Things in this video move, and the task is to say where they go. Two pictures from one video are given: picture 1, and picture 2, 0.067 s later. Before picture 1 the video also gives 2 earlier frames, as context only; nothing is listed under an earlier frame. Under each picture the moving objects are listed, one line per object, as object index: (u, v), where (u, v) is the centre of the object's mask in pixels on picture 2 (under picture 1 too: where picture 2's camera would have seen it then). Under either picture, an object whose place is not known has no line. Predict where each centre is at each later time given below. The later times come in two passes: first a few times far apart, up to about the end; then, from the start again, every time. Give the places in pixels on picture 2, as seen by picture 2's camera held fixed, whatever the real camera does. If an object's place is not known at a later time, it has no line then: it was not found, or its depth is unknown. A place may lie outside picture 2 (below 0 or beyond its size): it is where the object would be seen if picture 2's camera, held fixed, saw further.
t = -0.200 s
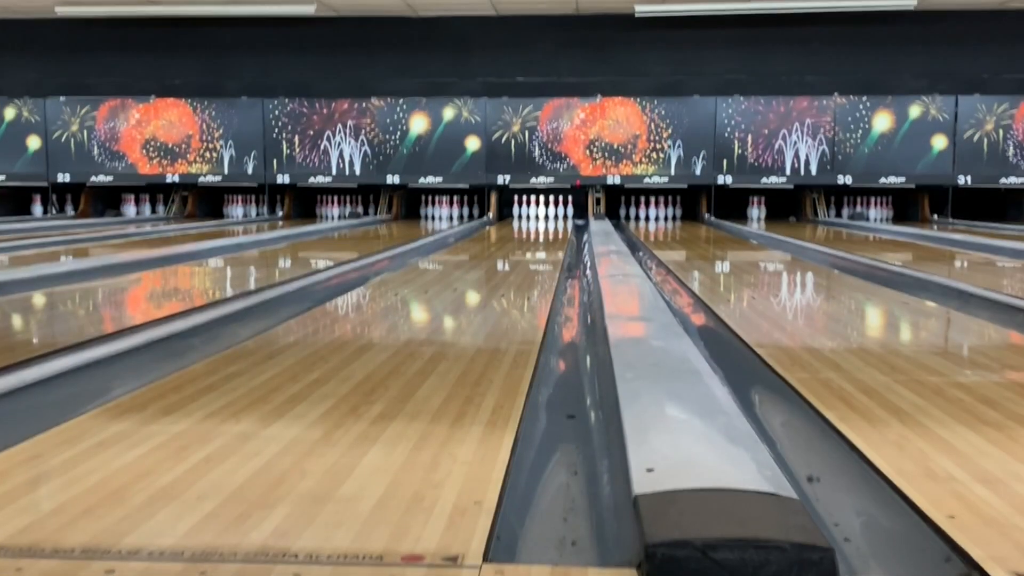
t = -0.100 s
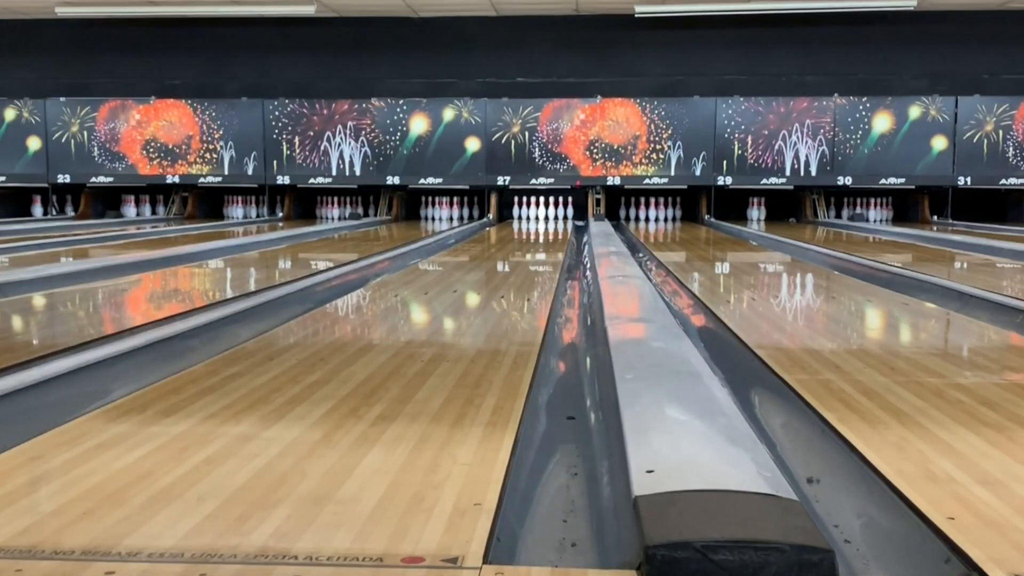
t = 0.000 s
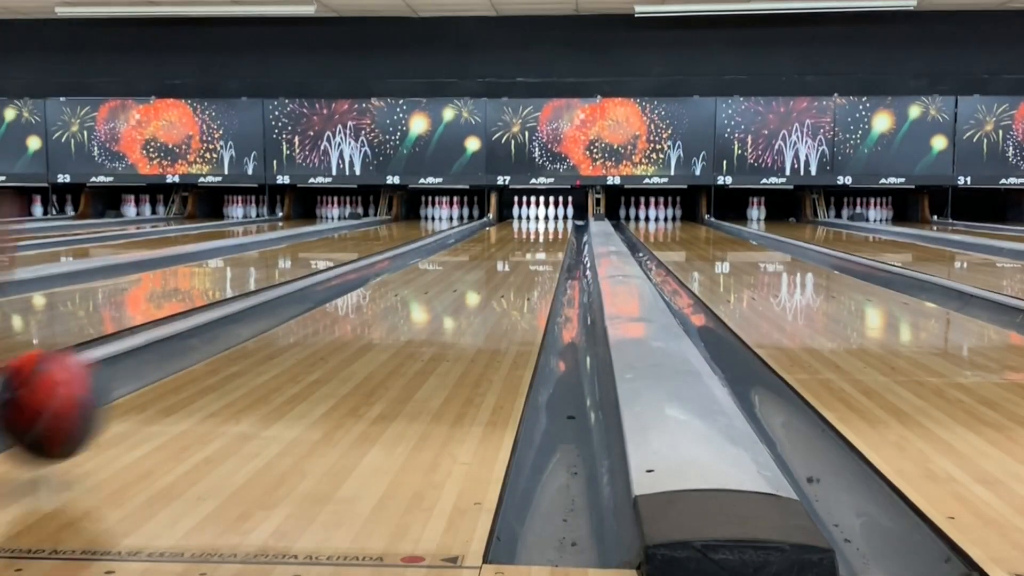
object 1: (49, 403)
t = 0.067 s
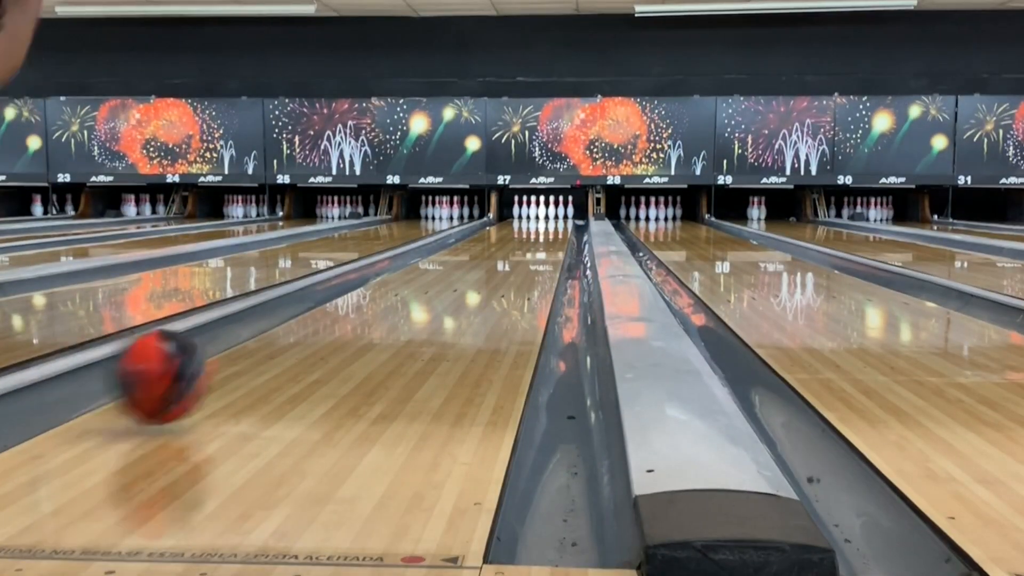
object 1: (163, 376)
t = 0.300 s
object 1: (359, 307)
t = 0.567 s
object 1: (451, 270)
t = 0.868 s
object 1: (503, 249)
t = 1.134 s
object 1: (530, 238)
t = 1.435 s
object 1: (549, 228)
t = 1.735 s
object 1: (561, 222)
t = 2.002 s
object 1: (561, 218)
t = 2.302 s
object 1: (551, 214)
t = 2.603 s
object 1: (545, 213)
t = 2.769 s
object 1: (543, 212)
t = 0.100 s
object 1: (204, 366)
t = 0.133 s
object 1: (239, 353)
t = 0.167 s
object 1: (270, 341)
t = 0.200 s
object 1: (296, 327)
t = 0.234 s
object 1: (319, 323)
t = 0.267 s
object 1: (341, 314)
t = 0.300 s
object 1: (359, 307)
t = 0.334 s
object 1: (374, 300)
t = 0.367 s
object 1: (389, 295)
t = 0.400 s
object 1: (402, 290)
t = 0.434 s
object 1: (413, 286)
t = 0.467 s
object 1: (424, 281)
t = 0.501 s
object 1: (434, 277)
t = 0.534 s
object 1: (442, 274)
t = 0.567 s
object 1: (451, 270)
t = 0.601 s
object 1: (458, 267)
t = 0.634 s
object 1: (466, 265)
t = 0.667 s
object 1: (472, 262)
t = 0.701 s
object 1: (478, 260)
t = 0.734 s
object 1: (484, 257)
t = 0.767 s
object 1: (489, 255)
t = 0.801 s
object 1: (494, 253)
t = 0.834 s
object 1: (499, 251)
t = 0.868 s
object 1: (503, 249)
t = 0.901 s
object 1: (508, 247)
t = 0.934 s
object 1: (511, 246)
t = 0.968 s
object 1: (515, 244)
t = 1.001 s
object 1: (518, 243)
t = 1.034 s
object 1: (522, 242)
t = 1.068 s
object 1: (525, 241)
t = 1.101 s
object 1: (528, 239)
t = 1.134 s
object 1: (530, 238)
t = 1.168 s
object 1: (533, 237)
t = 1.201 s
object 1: (535, 236)
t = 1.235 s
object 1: (538, 234)
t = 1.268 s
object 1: (540, 234)
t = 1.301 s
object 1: (542, 232)
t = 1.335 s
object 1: (544, 231)
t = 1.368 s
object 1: (547, 231)
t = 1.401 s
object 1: (548, 230)
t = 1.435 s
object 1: (549, 228)
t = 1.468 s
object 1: (552, 228)
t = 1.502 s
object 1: (554, 227)
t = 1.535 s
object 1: (554, 226)
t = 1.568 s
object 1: (556, 225)
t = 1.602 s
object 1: (556, 225)
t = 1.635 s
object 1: (558, 224)
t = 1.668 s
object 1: (559, 223)
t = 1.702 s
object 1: (560, 223)
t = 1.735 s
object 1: (561, 222)
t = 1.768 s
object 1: (561, 222)
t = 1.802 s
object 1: (561, 221)
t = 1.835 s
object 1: (561, 220)
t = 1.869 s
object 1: (561, 220)
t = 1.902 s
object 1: (562, 220)
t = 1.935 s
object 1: (562, 220)
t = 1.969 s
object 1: (561, 218)
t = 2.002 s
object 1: (561, 218)
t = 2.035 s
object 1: (561, 218)
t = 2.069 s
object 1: (560, 217)
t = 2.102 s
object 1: (559, 216)
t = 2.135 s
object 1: (558, 216)
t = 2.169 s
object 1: (557, 216)
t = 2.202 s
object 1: (555, 216)
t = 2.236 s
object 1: (553, 216)
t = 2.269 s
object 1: (552, 215)
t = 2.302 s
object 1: (551, 214)
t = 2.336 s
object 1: (551, 214)
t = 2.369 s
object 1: (550, 214)
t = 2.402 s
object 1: (549, 213)
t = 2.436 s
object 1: (547, 213)
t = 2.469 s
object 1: (546, 213)
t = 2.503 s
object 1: (546, 213)
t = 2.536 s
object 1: (545, 213)
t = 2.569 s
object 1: (544, 213)
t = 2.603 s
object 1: (545, 213)
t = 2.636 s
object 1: (547, 213)
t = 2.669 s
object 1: (544, 212)
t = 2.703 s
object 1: (543, 212)
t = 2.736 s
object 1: (541, 212)
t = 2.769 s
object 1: (543, 212)
